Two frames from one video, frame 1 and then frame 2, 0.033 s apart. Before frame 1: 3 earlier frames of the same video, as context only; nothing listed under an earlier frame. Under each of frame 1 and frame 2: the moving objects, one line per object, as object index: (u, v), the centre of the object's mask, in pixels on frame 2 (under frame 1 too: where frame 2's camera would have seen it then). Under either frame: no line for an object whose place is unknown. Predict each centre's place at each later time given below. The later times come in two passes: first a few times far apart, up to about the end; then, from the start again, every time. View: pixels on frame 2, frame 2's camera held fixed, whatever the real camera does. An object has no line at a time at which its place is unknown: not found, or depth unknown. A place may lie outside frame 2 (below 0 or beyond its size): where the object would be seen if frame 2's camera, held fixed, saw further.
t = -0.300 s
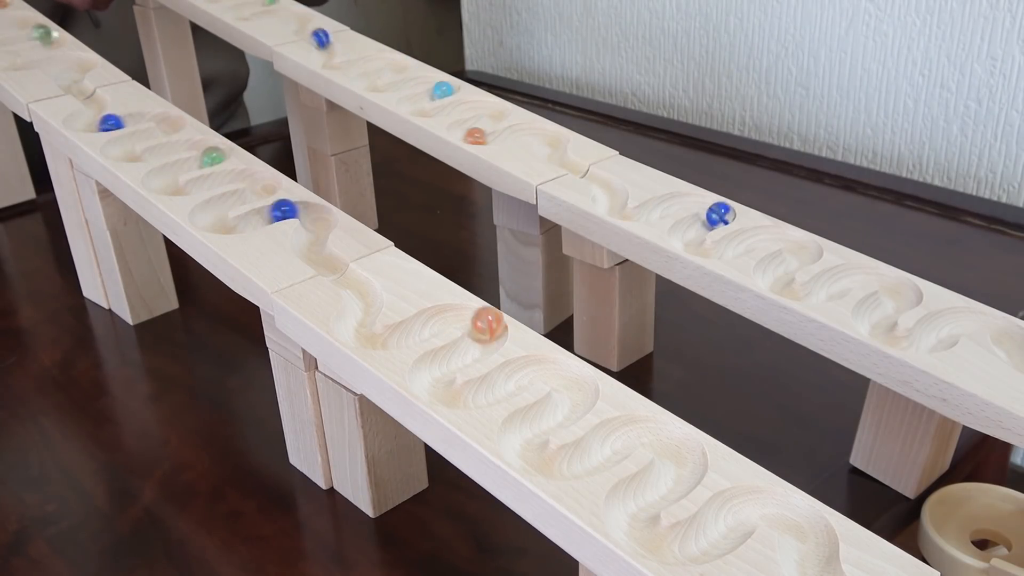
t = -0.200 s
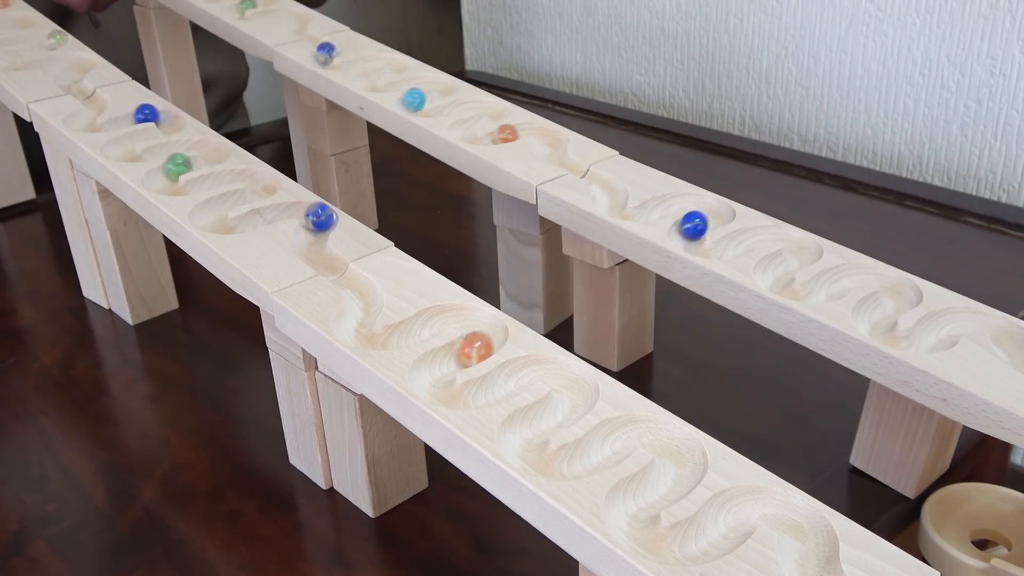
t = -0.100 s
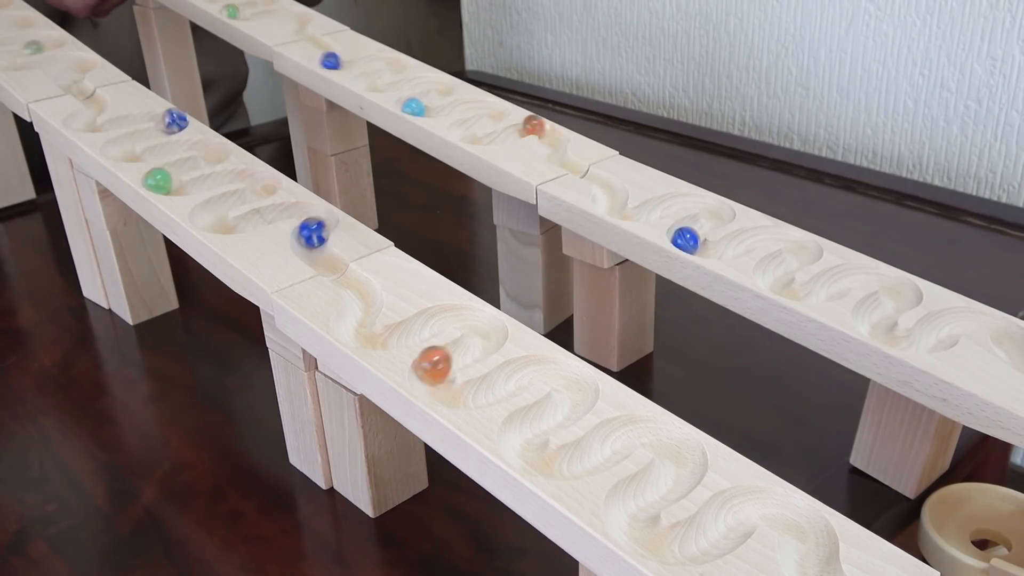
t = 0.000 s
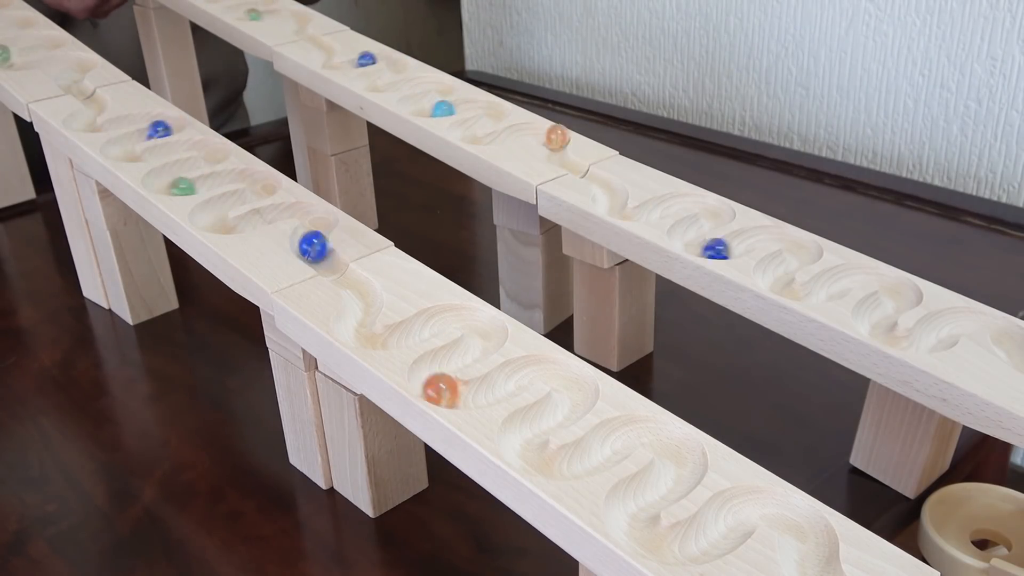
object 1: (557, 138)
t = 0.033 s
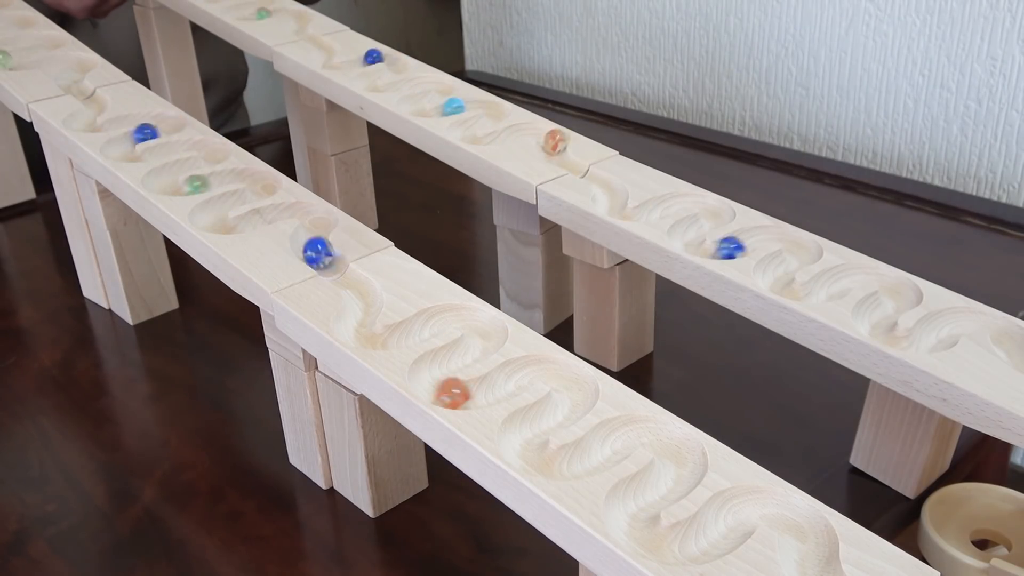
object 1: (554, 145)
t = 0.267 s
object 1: (585, 167)
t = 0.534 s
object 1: (643, 213)
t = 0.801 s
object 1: (718, 211)
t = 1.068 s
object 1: (693, 248)
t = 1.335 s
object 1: (767, 235)
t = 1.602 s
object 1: (781, 264)
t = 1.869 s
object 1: (834, 288)
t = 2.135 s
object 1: (903, 297)
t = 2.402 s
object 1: (899, 338)
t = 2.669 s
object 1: (980, 317)
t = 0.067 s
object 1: (549, 146)
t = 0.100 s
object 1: (549, 147)
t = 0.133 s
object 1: (554, 154)
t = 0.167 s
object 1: (561, 155)
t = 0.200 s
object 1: (565, 158)
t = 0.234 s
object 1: (574, 163)
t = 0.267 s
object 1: (585, 167)
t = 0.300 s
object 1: (597, 173)
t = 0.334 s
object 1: (606, 181)
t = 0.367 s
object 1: (613, 191)
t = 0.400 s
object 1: (613, 201)
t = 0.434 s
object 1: (609, 205)
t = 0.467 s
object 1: (616, 205)
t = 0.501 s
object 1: (628, 210)
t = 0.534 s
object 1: (643, 213)
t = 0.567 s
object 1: (652, 210)
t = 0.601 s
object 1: (666, 206)
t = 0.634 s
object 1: (669, 202)
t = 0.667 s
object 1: (676, 199)
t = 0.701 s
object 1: (688, 199)
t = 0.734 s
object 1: (703, 202)
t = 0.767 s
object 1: (713, 205)
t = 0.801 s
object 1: (718, 211)
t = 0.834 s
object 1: (718, 216)
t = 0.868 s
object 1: (711, 220)
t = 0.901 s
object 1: (701, 224)
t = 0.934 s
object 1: (690, 226)
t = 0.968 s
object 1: (686, 230)
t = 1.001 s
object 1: (687, 236)
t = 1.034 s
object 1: (688, 241)
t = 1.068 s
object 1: (693, 248)
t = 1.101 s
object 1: (705, 248)
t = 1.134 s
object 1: (720, 249)
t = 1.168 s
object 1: (733, 248)
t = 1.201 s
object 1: (738, 246)
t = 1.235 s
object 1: (740, 242)
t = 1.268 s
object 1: (745, 237)
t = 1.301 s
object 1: (755, 240)
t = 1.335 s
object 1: (767, 235)
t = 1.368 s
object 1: (777, 232)
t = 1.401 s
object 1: (786, 234)
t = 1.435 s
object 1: (793, 242)
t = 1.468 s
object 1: (804, 249)
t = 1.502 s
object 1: (806, 252)
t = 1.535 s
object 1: (800, 257)
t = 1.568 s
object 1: (790, 261)
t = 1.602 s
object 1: (781, 264)
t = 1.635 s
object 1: (774, 269)
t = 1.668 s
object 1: (772, 275)
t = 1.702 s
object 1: (775, 280)
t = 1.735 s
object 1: (780, 284)
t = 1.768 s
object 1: (795, 289)
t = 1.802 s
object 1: (811, 292)
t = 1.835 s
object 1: (828, 290)
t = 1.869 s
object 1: (834, 288)
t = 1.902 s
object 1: (835, 282)
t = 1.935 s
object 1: (841, 277)
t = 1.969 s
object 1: (852, 278)
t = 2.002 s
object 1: (868, 273)
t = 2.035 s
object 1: (882, 273)
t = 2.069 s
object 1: (892, 282)
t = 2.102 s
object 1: (902, 292)
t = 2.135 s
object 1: (903, 297)
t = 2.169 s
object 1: (896, 302)
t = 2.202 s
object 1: (882, 306)
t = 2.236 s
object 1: (874, 308)
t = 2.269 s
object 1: (874, 315)
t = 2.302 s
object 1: (877, 323)
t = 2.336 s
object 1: (876, 327)
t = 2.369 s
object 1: (885, 334)
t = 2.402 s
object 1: (899, 338)
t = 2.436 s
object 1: (916, 341)
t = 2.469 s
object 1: (933, 339)
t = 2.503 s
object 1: (937, 337)
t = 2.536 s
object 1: (936, 331)
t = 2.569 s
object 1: (942, 326)
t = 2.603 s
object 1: (954, 325)
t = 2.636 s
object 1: (965, 321)
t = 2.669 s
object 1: (980, 317)
